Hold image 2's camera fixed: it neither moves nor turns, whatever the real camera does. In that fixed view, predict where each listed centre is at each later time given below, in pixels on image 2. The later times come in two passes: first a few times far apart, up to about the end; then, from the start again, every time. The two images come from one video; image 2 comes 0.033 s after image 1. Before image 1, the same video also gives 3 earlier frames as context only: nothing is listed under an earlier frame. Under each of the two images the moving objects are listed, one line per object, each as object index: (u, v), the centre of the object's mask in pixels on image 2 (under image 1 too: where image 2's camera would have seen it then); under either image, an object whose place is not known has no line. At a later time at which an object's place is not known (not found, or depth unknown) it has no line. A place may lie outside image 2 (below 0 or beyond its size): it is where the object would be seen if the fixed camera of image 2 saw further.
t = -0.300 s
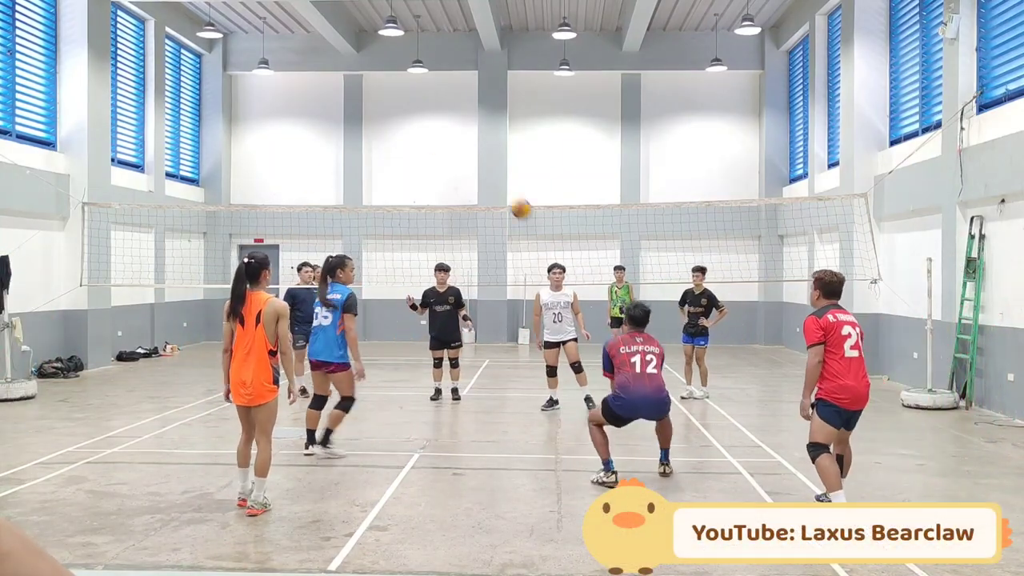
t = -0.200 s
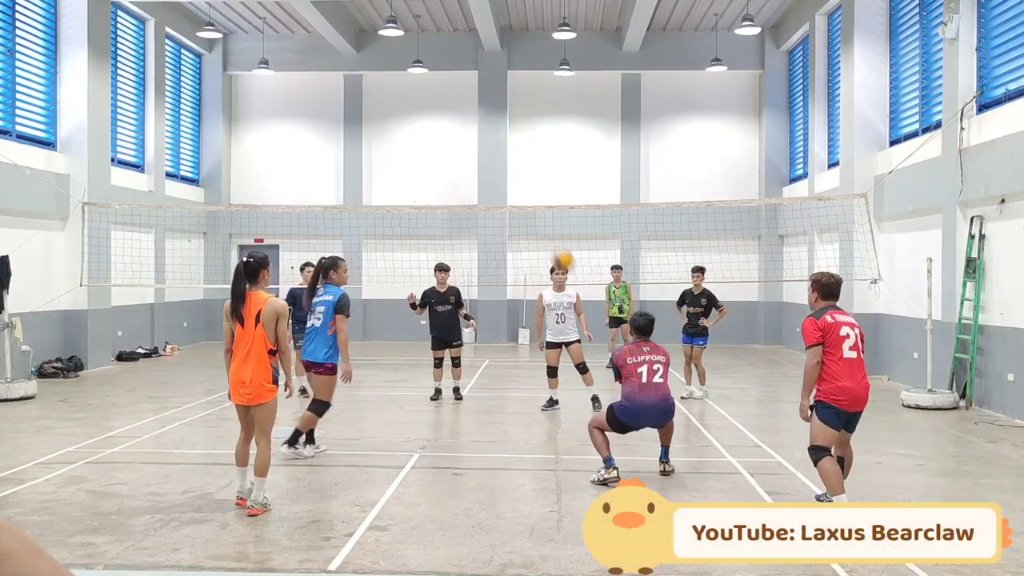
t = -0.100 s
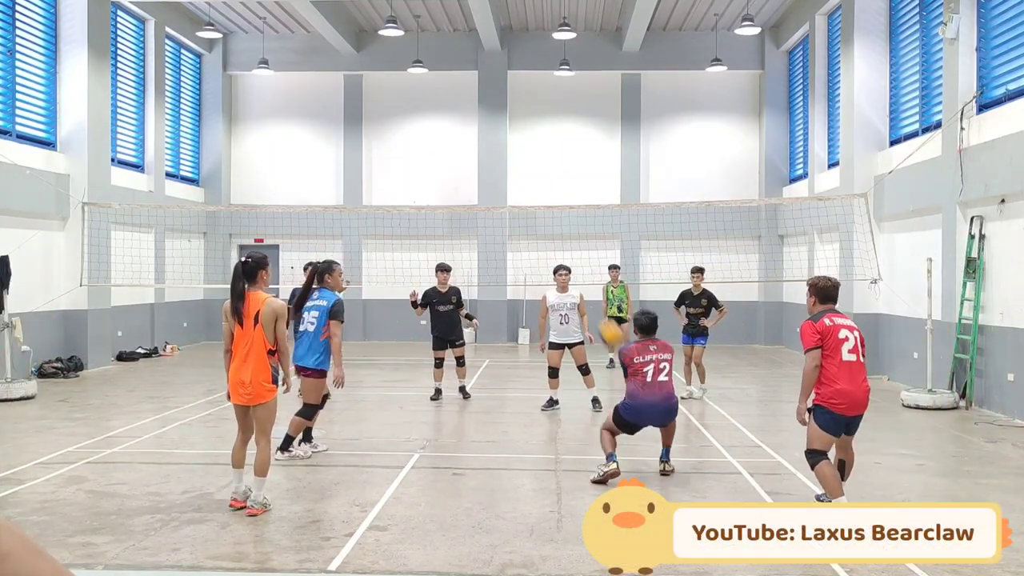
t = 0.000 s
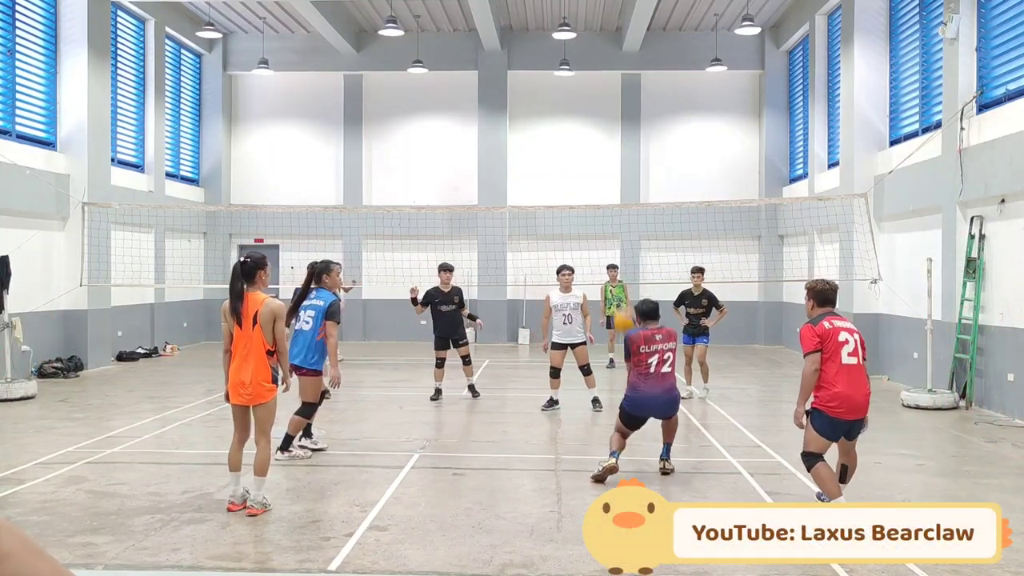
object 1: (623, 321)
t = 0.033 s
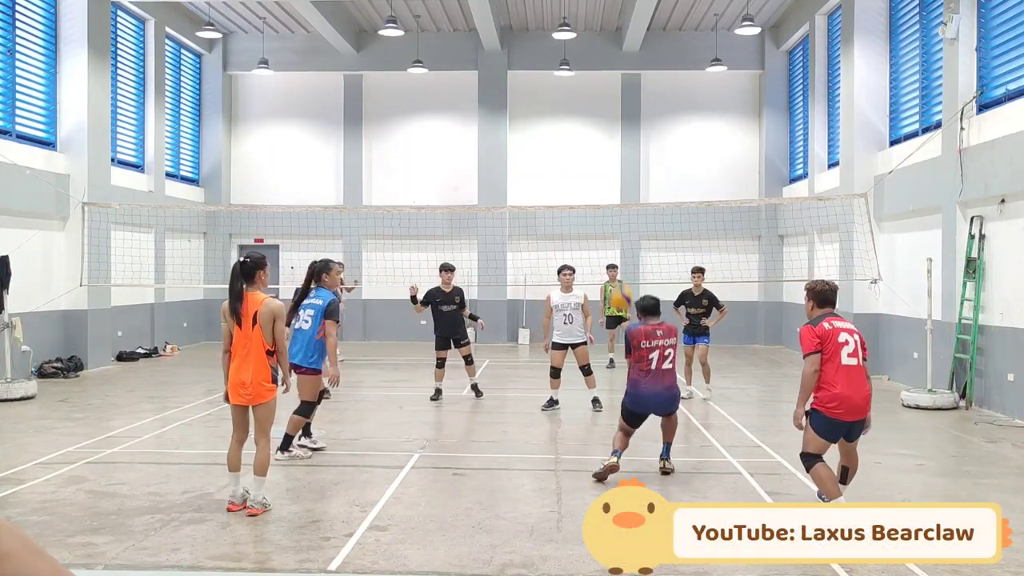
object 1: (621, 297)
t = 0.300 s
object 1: (590, 165)
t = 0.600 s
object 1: (560, 119)
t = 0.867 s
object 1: (534, 160)
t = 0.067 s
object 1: (616, 276)
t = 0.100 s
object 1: (612, 256)
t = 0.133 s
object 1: (608, 236)
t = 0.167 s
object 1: (605, 220)
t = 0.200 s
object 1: (601, 204)
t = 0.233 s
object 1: (597, 190)
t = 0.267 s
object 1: (594, 176)
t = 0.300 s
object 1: (590, 165)
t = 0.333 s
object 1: (587, 154)
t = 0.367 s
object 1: (583, 145)
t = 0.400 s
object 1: (579, 138)
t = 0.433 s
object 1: (577, 132)
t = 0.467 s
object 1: (573, 126)
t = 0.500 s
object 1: (569, 123)
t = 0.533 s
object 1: (566, 120)
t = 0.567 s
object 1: (563, 119)
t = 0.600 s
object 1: (560, 119)
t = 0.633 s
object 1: (556, 120)
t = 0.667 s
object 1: (553, 122)
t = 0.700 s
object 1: (550, 125)
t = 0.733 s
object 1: (547, 130)
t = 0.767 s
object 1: (544, 136)
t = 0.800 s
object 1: (541, 143)
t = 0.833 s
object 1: (538, 151)
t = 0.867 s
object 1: (534, 160)
